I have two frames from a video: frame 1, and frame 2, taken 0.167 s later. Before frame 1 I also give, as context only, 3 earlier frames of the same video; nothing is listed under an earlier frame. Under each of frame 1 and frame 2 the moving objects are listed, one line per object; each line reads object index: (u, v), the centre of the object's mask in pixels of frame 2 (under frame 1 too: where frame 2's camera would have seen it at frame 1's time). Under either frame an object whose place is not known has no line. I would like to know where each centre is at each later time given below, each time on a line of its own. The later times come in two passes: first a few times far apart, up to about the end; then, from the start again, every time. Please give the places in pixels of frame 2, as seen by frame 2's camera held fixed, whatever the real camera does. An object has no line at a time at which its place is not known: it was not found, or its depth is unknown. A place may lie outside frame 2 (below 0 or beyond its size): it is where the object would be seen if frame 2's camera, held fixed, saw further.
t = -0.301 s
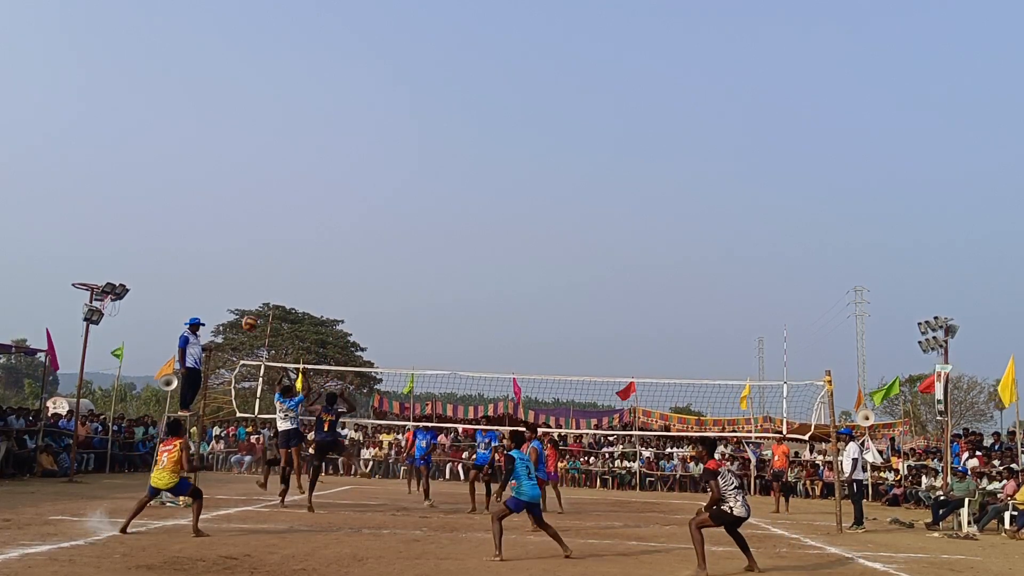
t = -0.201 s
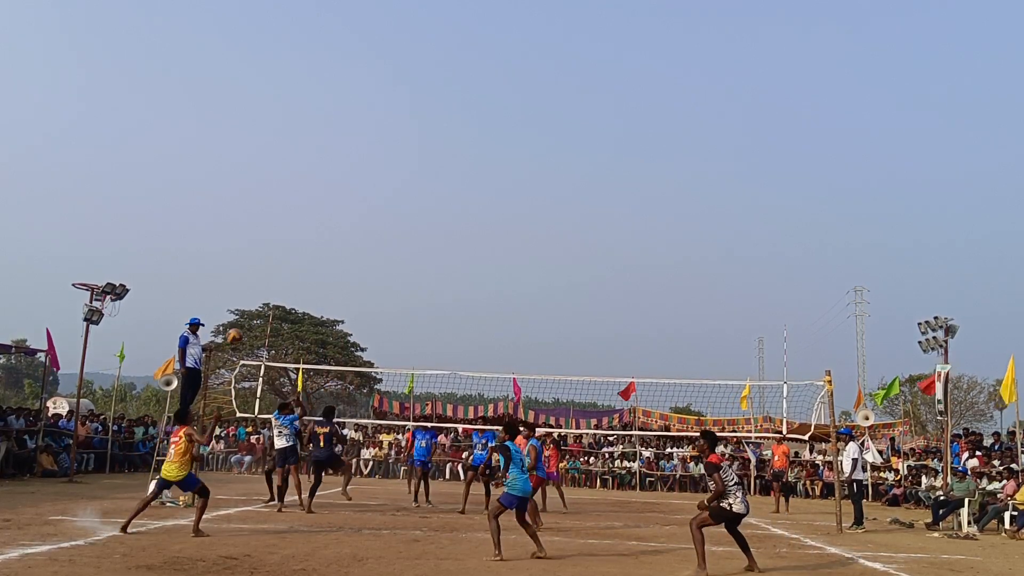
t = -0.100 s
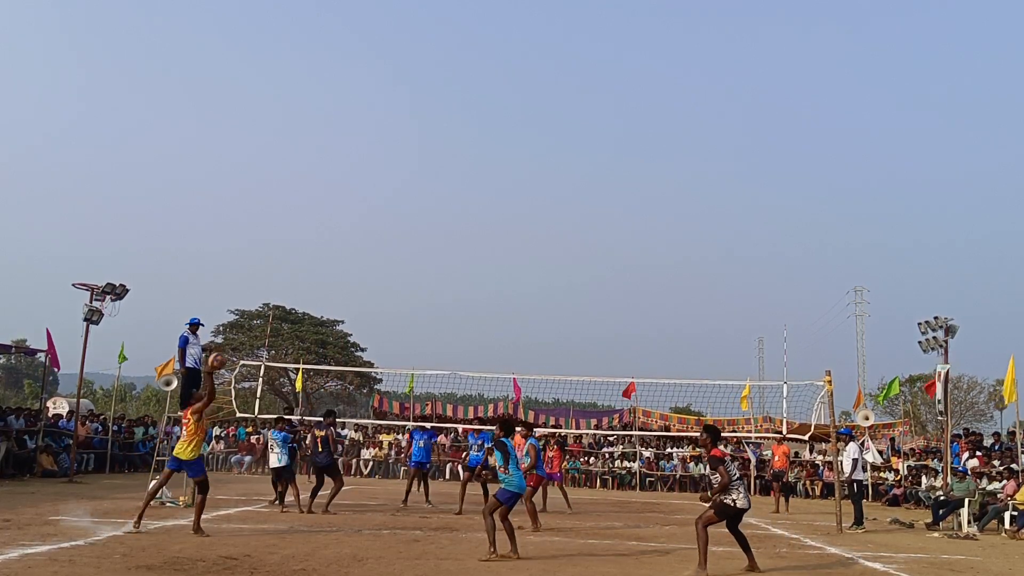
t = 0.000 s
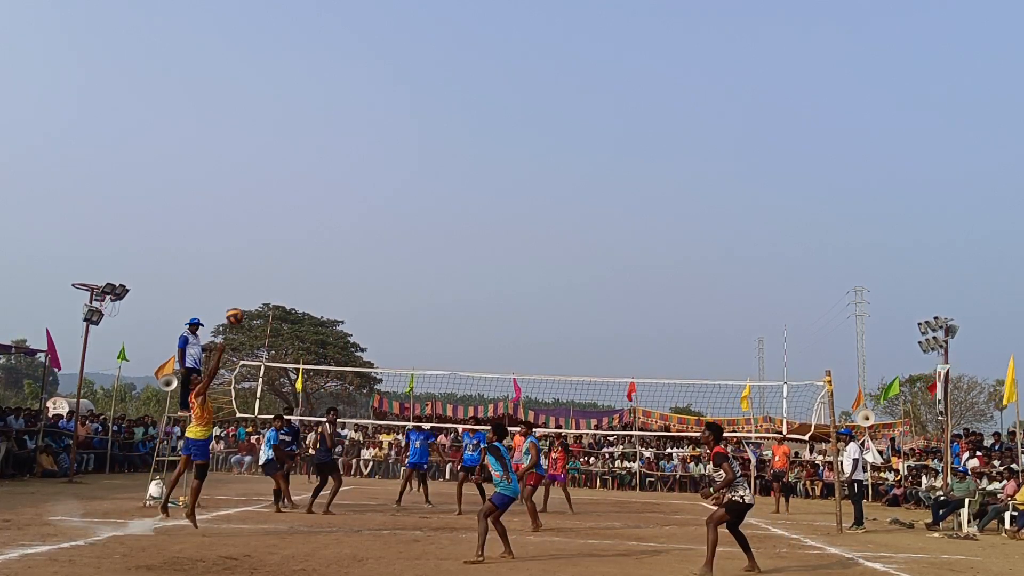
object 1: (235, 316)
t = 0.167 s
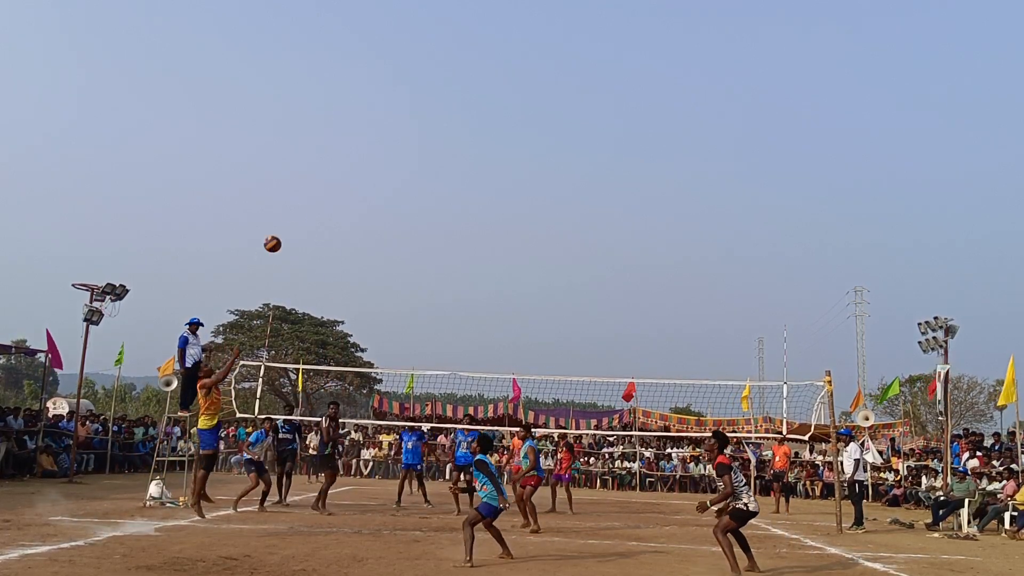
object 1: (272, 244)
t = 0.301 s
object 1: (301, 203)
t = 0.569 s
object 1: (352, 164)
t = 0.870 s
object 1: (405, 186)
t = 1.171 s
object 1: (451, 277)
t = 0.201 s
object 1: (279, 232)
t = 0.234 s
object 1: (287, 221)
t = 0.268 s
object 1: (293, 212)
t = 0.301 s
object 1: (301, 203)
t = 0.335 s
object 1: (307, 195)
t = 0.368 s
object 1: (314, 188)
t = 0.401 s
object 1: (320, 182)
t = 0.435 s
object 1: (327, 176)
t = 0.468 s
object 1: (333, 172)
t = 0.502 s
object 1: (340, 168)
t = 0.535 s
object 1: (346, 166)
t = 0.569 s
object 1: (352, 164)
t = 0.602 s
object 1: (358, 163)
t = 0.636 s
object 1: (364, 163)
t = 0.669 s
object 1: (370, 164)
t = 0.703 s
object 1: (376, 165)
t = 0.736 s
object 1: (382, 167)
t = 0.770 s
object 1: (388, 171)
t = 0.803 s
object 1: (394, 175)
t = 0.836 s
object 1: (399, 180)
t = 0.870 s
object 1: (405, 186)
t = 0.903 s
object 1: (410, 193)
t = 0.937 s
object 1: (415, 200)
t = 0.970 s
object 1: (421, 209)
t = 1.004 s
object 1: (426, 218)
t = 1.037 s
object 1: (431, 228)
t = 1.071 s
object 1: (436, 239)
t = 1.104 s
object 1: (441, 251)
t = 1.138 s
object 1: (446, 264)
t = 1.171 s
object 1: (451, 277)
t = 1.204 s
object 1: (456, 292)
